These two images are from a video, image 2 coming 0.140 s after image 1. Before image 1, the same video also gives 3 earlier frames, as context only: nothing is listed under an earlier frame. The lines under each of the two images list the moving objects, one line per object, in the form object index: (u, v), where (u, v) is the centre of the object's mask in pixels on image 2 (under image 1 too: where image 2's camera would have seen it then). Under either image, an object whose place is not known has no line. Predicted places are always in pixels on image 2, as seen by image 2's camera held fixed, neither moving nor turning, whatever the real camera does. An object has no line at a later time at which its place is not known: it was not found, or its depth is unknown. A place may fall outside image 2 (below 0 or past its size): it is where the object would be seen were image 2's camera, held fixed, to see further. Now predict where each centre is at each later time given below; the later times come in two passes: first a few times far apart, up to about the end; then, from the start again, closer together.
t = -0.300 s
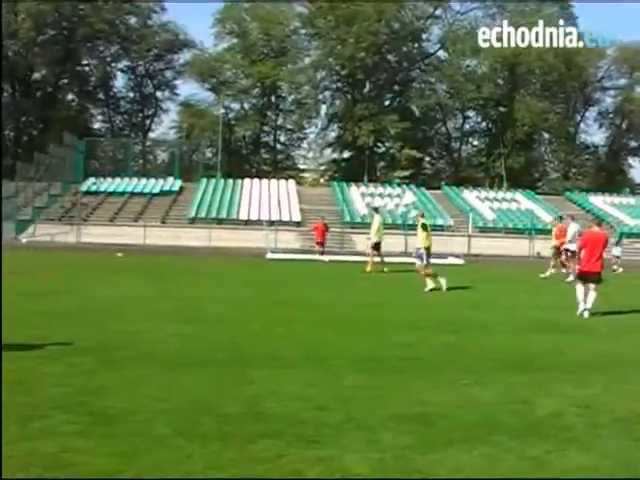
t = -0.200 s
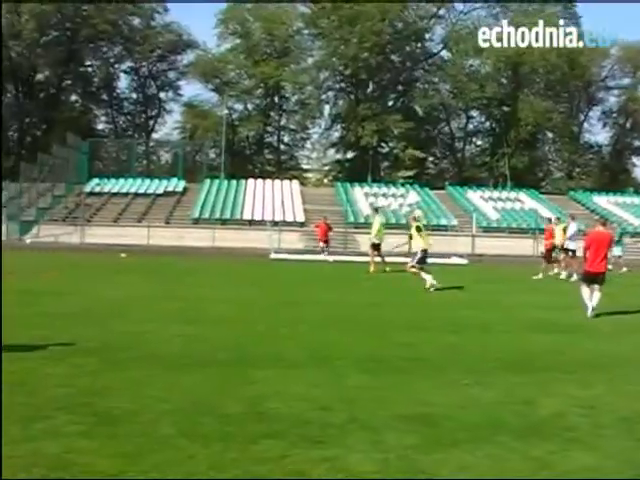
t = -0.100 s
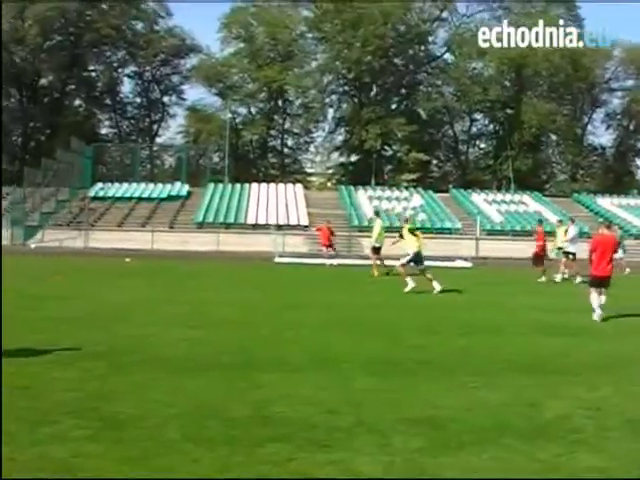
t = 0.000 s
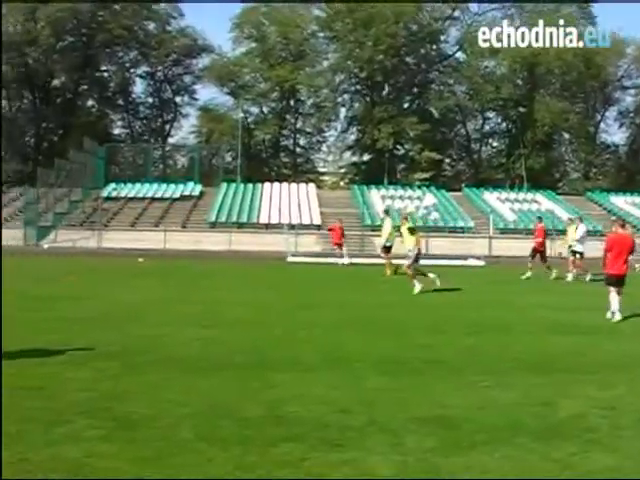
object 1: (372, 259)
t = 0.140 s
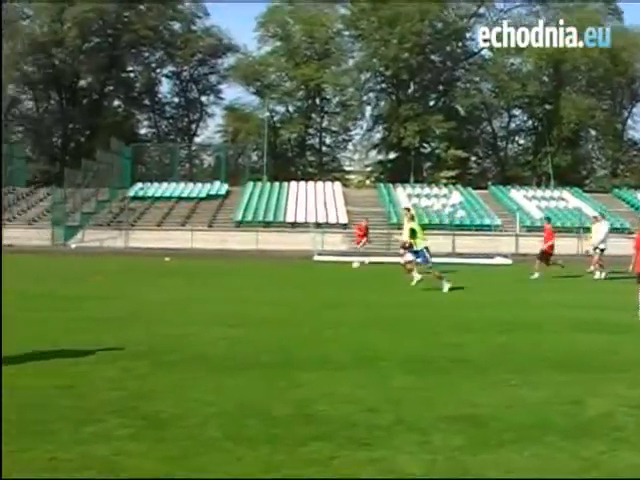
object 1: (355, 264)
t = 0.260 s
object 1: (339, 267)
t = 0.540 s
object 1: (295, 280)
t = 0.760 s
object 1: (248, 291)
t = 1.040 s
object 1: (173, 306)
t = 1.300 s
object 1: (80, 329)
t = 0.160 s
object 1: (353, 265)
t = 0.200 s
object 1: (348, 266)
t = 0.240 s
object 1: (342, 267)
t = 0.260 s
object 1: (339, 267)
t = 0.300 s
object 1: (334, 269)
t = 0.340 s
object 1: (327, 271)
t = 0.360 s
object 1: (324, 272)
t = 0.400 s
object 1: (318, 273)
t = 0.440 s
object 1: (312, 274)
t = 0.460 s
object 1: (308, 275)
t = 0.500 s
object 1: (302, 277)
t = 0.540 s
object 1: (295, 280)
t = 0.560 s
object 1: (290, 281)
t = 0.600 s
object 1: (282, 282)
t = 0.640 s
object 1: (275, 284)
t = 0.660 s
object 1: (271, 285)
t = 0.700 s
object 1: (262, 287)
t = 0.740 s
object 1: (253, 290)
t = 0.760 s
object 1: (248, 291)
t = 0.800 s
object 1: (239, 292)
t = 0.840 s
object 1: (229, 293)
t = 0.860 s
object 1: (224, 295)
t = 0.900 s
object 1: (213, 297)
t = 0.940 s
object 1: (202, 301)
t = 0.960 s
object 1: (197, 301)
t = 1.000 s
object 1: (186, 303)
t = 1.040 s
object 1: (173, 306)
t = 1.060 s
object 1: (167, 308)
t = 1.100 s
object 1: (154, 312)
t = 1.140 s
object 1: (140, 314)
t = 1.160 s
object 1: (134, 315)
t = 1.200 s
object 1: (119, 318)
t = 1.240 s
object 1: (104, 322)
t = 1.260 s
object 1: (97, 324)
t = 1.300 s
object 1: (80, 329)
